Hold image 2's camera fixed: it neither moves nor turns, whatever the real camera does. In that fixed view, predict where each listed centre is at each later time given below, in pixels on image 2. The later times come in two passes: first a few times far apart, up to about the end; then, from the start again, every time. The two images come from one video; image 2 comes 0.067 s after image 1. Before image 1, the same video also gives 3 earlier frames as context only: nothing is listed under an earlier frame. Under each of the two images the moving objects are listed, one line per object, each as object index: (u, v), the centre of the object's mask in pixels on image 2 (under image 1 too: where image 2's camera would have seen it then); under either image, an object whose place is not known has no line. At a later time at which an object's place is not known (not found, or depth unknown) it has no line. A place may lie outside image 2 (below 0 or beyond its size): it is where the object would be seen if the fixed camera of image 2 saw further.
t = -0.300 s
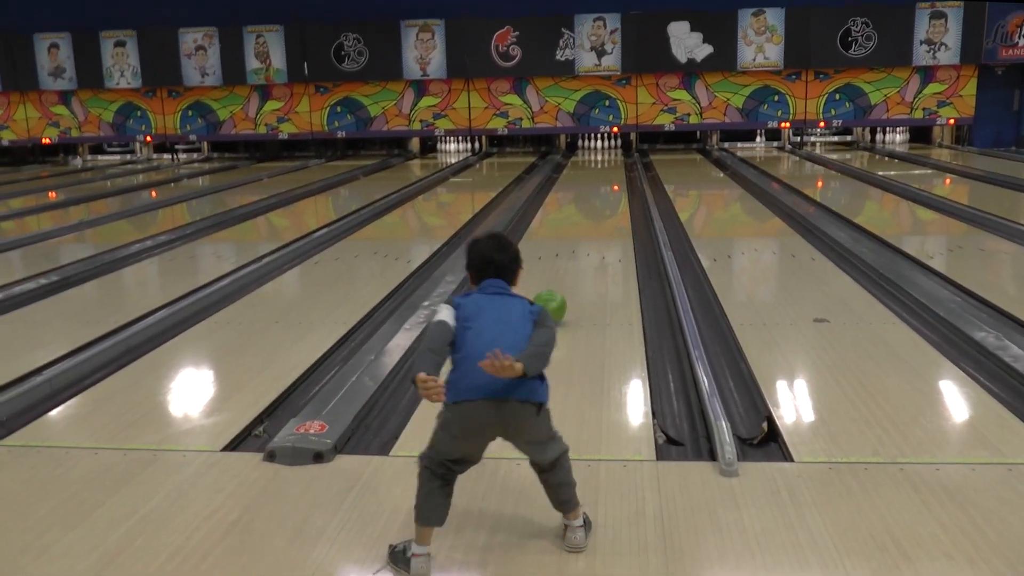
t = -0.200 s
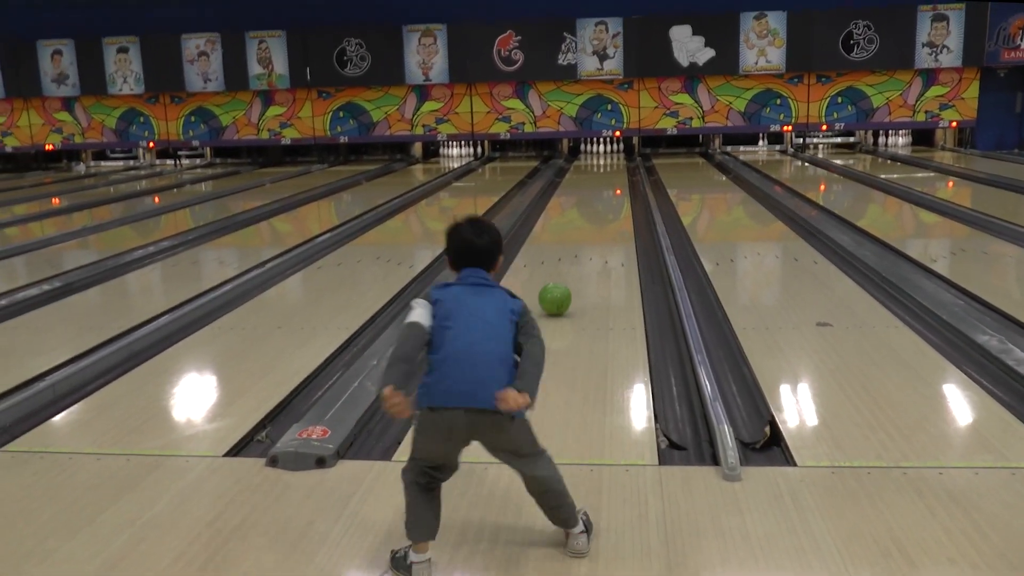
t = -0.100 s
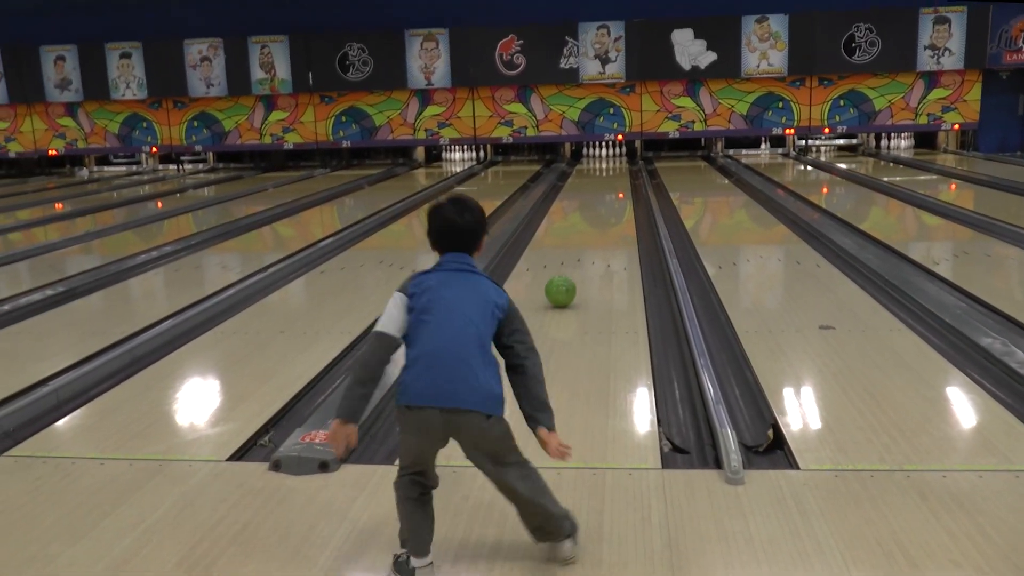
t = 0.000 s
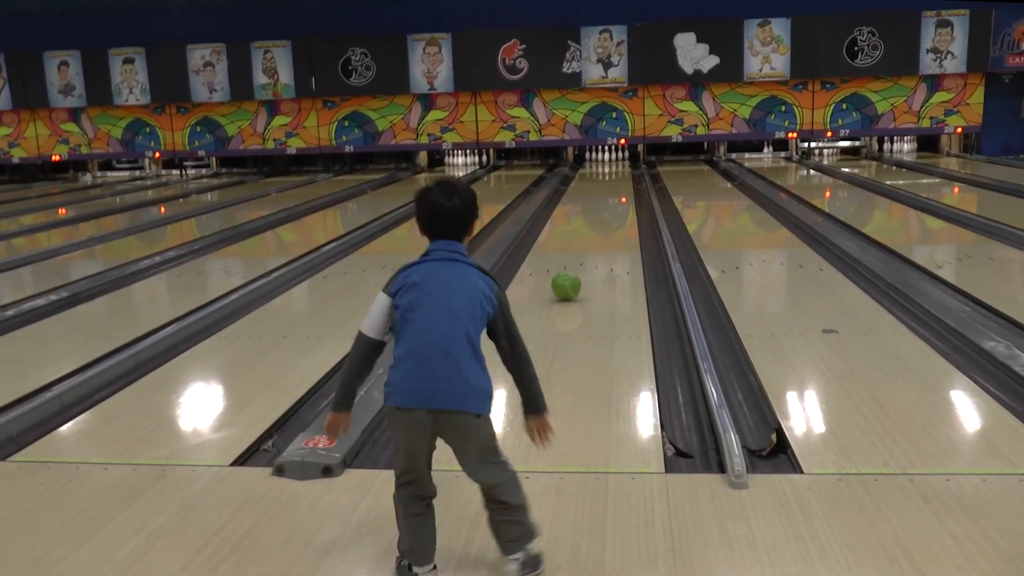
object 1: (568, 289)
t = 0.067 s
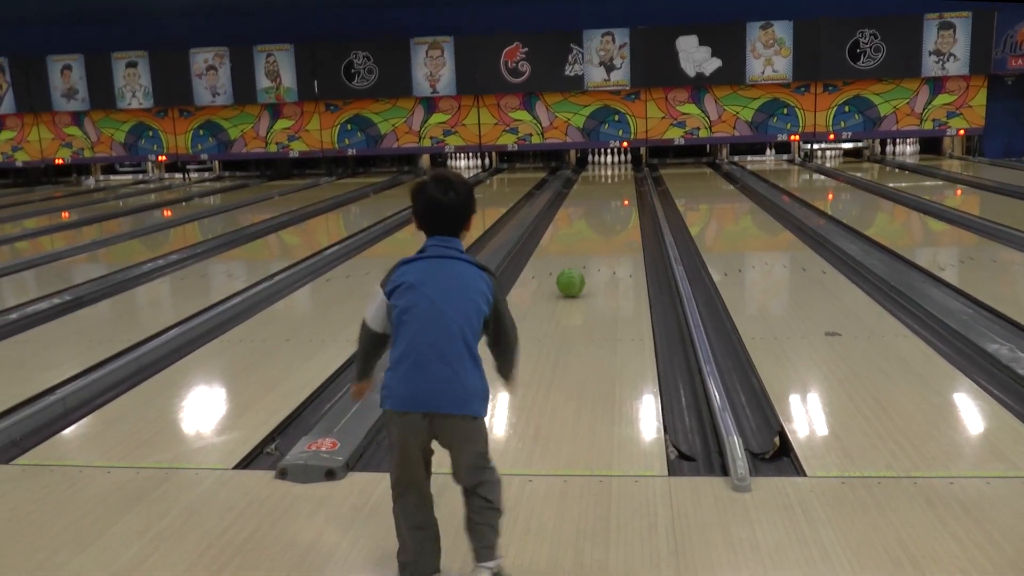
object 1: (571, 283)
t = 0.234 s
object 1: (575, 269)
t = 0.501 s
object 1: (583, 252)
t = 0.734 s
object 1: (588, 240)
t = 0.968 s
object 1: (591, 228)
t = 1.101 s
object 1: (593, 223)
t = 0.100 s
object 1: (571, 280)
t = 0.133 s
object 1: (572, 277)
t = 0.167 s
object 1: (573, 274)
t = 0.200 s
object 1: (574, 272)
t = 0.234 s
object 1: (575, 269)
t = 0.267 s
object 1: (576, 267)
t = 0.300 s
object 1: (577, 265)
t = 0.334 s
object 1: (578, 262)
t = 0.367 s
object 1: (579, 260)
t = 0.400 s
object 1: (580, 258)
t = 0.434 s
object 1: (581, 256)
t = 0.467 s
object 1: (582, 254)
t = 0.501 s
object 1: (583, 252)
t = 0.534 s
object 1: (584, 250)
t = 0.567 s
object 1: (585, 248)
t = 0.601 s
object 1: (586, 246)
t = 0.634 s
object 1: (587, 245)
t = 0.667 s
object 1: (587, 243)
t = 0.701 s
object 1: (588, 241)
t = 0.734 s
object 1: (588, 240)
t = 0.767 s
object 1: (589, 238)
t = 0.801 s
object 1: (589, 236)
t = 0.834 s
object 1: (590, 234)
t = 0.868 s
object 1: (590, 232)
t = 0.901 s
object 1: (591, 231)
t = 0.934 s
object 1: (591, 230)
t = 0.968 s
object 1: (591, 228)
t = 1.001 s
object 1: (591, 227)
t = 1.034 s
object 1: (592, 226)
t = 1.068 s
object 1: (592, 224)
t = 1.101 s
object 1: (593, 223)
